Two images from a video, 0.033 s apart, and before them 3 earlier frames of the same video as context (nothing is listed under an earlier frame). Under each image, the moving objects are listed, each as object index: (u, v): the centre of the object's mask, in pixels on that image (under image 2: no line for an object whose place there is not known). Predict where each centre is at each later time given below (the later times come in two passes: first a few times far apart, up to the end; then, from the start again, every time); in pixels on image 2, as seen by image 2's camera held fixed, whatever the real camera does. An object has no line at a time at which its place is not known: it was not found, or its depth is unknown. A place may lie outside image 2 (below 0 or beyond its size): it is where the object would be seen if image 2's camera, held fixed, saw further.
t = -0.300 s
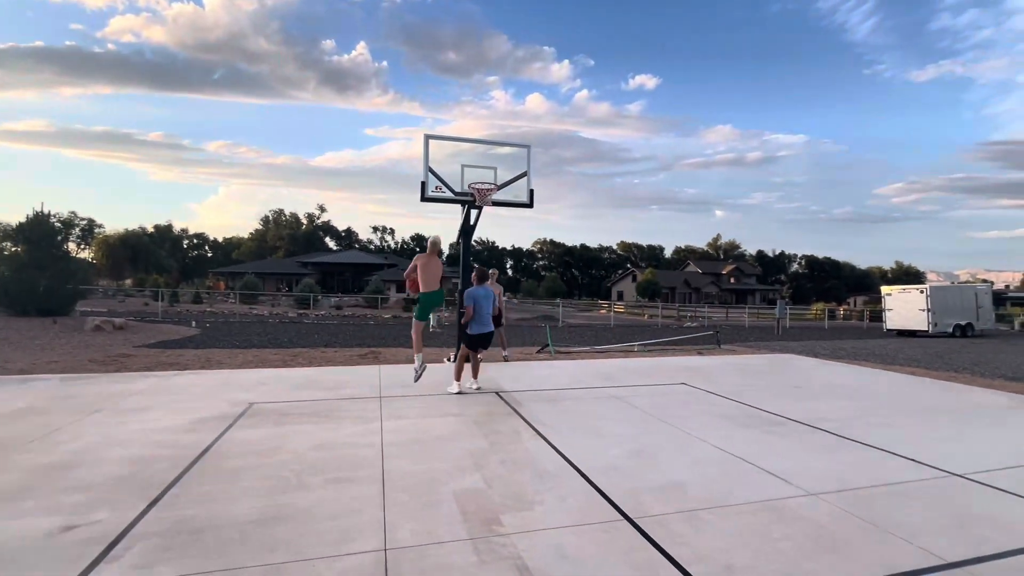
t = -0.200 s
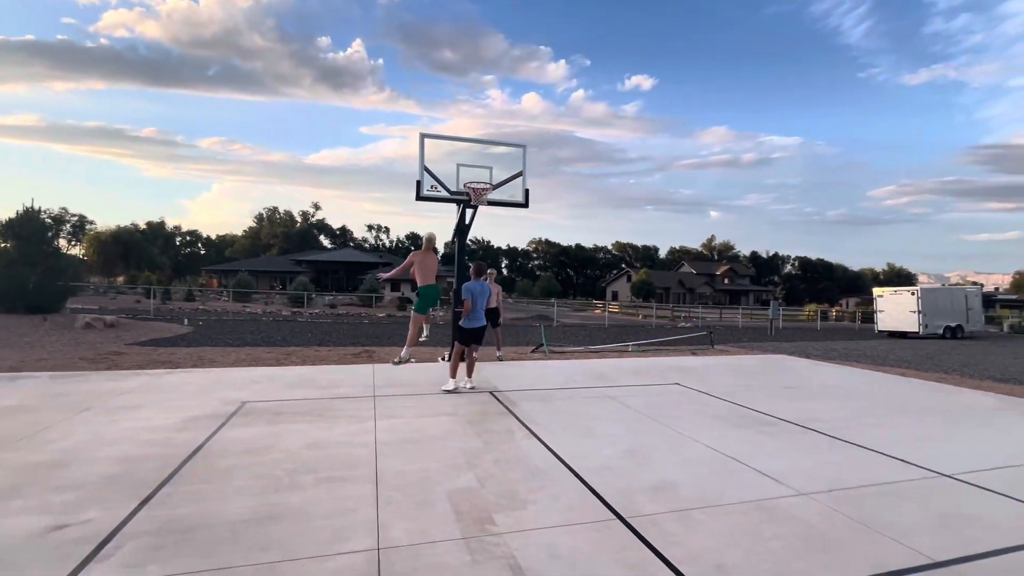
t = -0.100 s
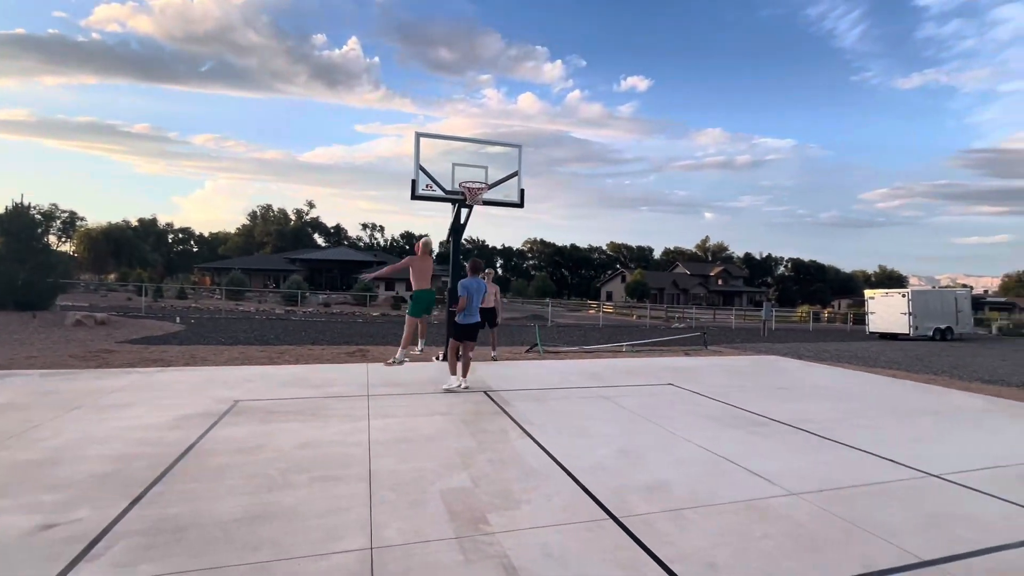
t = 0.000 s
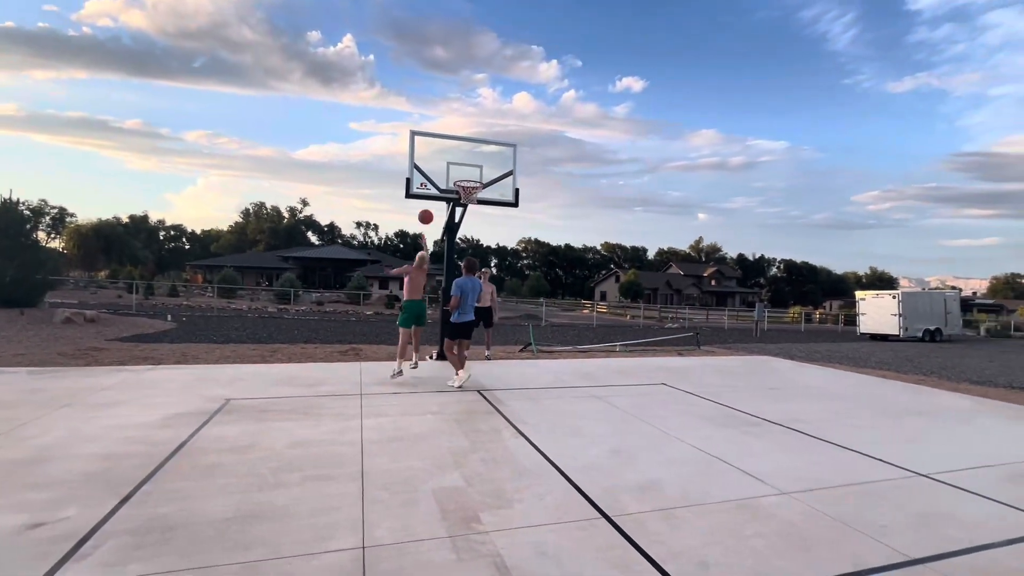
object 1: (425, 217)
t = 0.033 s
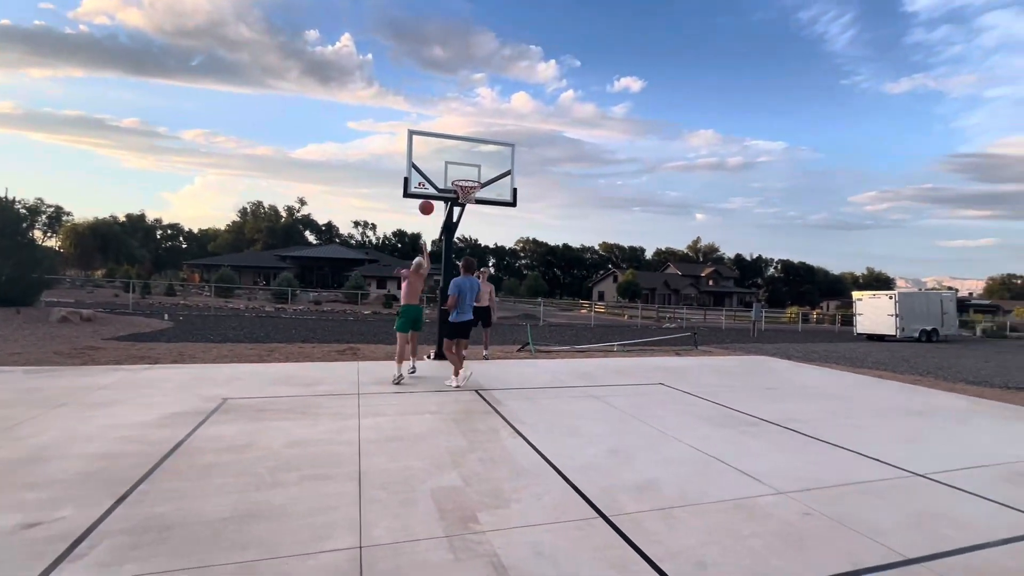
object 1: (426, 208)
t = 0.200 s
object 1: (439, 175)
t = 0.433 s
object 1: (457, 159)
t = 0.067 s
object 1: (429, 200)
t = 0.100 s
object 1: (432, 192)
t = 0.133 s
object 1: (434, 185)
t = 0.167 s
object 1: (437, 179)
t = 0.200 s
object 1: (439, 175)
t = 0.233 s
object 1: (442, 170)
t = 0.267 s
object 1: (444, 166)
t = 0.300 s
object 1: (447, 164)
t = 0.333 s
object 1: (450, 161)
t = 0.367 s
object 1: (452, 160)
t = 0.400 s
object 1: (455, 159)
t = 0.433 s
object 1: (457, 159)
